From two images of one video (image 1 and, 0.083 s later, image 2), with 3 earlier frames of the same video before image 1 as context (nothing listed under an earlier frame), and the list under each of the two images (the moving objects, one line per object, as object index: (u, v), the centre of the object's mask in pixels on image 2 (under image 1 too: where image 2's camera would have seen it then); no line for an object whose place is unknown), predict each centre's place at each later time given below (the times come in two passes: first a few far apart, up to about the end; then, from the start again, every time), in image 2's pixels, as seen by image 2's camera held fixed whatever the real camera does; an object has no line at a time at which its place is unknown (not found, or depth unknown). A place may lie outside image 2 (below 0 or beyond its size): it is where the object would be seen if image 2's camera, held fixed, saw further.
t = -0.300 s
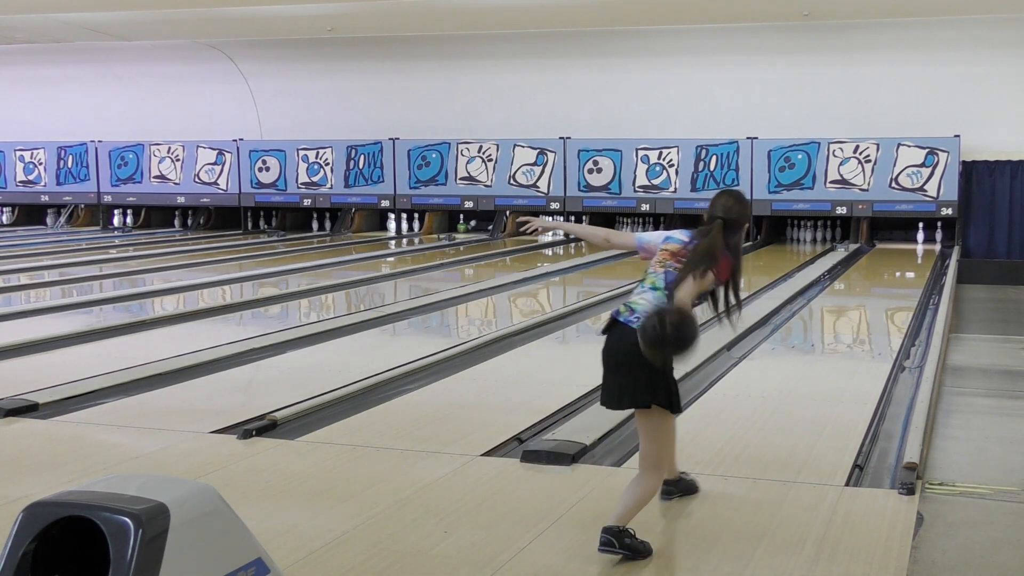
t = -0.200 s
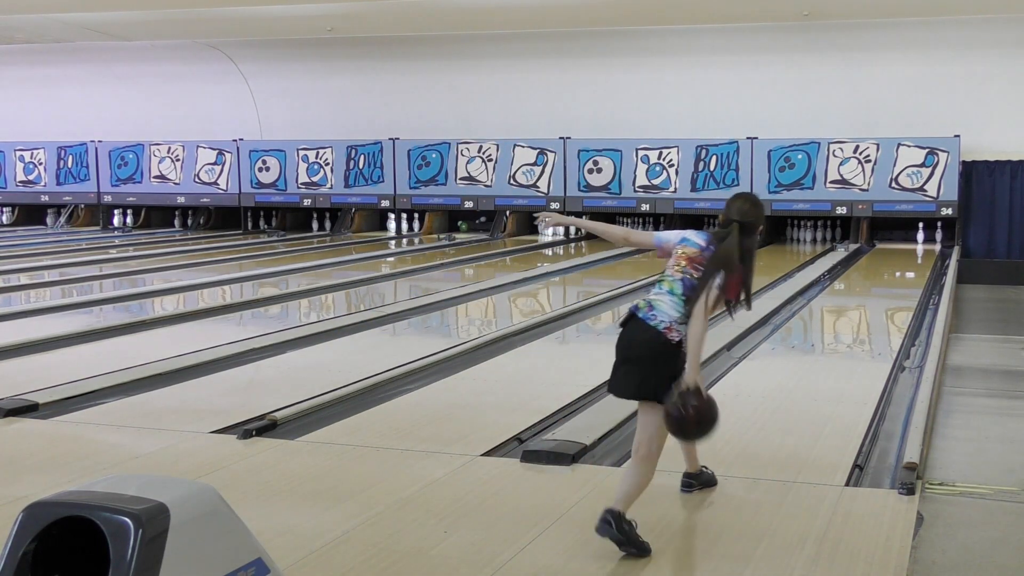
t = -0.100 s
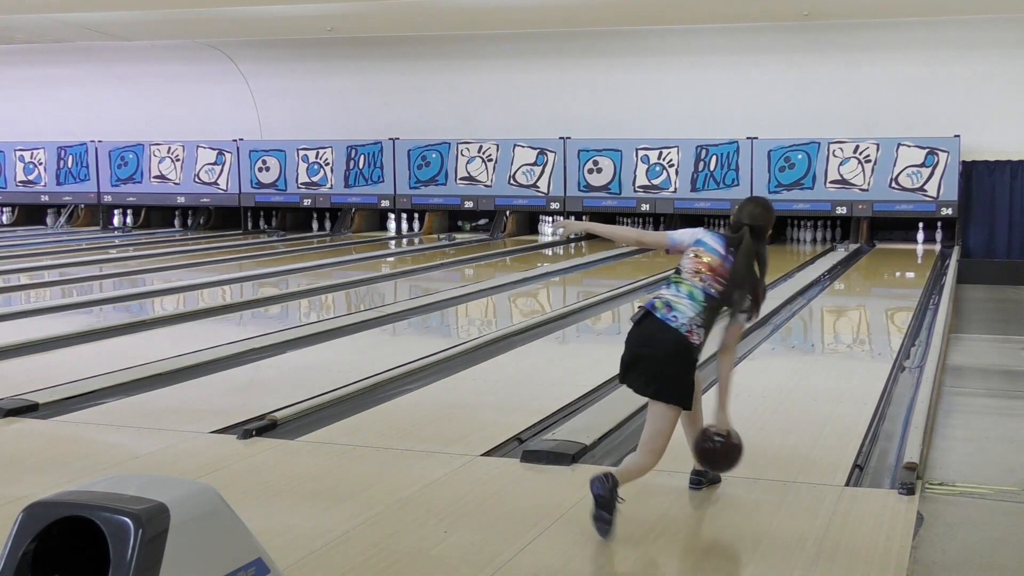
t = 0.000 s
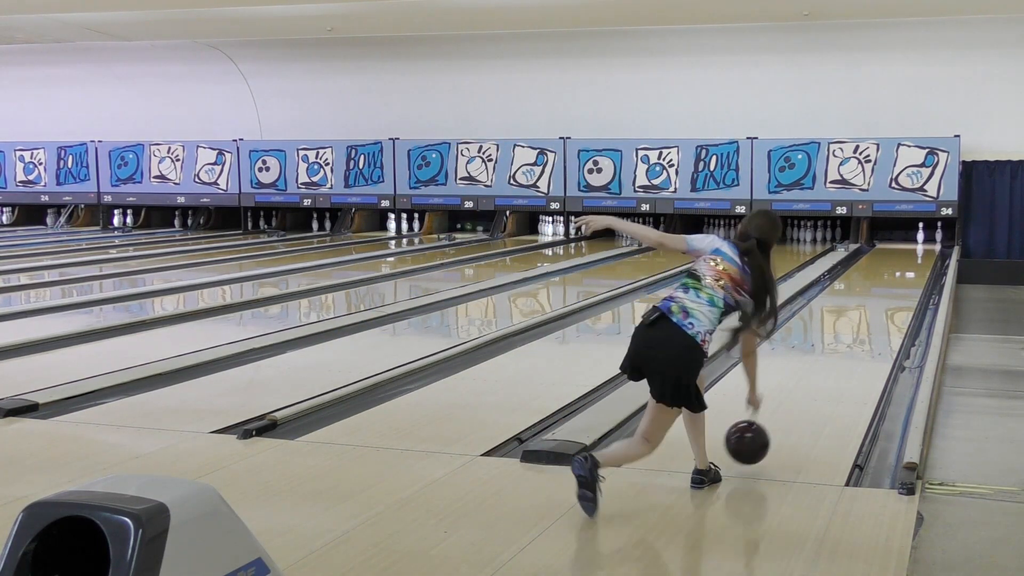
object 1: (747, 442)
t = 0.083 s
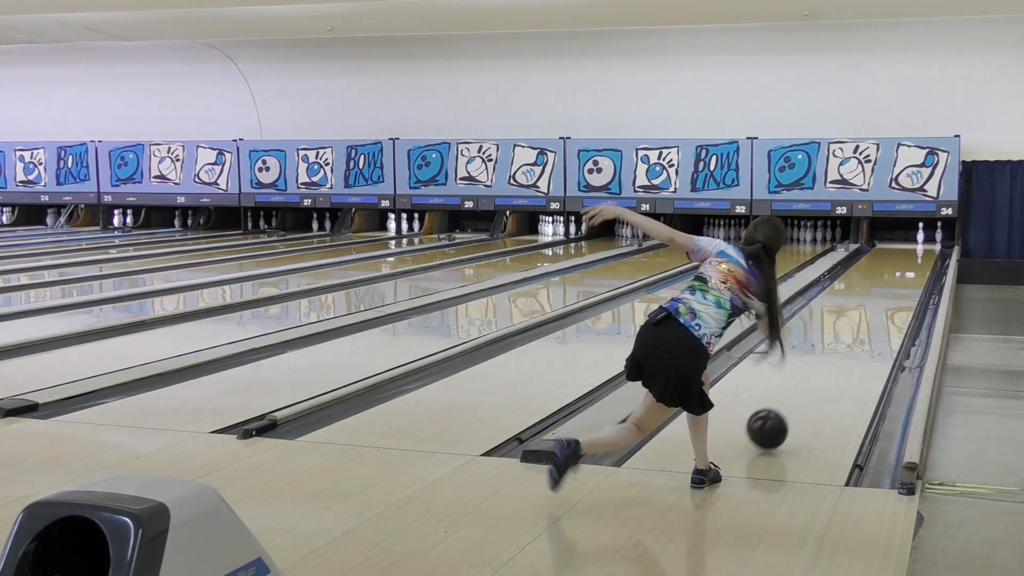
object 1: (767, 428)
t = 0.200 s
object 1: (791, 405)
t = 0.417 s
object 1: (824, 368)
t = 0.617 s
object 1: (846, 343)
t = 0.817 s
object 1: (864, 324)
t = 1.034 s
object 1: (879, 307)
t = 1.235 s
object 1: (891, 295)
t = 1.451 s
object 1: (900, 283)
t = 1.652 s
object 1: (908, 274)
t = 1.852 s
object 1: (915, 267)
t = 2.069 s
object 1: (920, 260)
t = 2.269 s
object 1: (925, 254)
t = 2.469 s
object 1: (927, 250)
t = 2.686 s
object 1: (928, 245)
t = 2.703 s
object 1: (929, 244)
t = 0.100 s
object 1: (771, 424)
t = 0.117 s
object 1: (774, 420)
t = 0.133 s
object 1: (778, 417)
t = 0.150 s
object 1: (781, 414)
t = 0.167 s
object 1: (784, 412)
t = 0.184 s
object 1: (787, 408)
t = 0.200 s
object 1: (791, 405)
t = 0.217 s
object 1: (793, 402)
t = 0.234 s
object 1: (796, 398)
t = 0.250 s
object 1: (799, 395)
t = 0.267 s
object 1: (802, 392)
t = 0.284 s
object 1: (805, 390)
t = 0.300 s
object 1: (807, 387)
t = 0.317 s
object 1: (810, 384)
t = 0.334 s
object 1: (812, 381)
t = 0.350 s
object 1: (815, 378)
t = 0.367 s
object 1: (817, 376)
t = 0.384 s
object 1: (819, 373)
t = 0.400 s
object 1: (822, 371)
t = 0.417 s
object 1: (824, 368)
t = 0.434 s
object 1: (826, 366)
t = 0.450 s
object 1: (828, 364)
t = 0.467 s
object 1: (830, 361)
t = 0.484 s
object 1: (832, 359)
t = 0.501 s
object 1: (834, 357)
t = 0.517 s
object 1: (836, 355)
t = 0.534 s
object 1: (838, 353)
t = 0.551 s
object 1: (840, 351)
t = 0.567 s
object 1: (841, 349)
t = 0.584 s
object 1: (843, 347)
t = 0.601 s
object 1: (845, 345)
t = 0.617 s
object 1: (846, 343)
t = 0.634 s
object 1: (848, 342)
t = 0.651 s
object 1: (850, 340)
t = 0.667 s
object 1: (851, 338)
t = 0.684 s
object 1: (853, 336)
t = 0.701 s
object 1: (854, 335)
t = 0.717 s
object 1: (856, 333)
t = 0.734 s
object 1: (857, 332)
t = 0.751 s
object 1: (859, 330)
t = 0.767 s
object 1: (860, 329)
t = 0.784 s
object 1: (862, 327)
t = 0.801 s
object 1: (863, 325)
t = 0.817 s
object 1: (864, 324)
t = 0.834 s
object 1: (865, 323)
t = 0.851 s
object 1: (867, 321)
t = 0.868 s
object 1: (868, 320)
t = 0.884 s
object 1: (869, 319)
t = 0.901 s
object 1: (870, 317)
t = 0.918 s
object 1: (872, 316)
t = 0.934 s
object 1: (873, 315)
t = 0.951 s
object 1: (874, 313)
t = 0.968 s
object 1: (875, 312)
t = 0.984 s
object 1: (876, 311)
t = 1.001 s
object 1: (877, 310)
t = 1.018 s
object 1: (878, 308)
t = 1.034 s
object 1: (879, 307)
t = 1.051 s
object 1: (880, 306)
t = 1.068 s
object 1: (881, 305)
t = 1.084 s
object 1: (882, 304)
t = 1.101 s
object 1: (883, 303)
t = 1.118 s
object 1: (884, 302)
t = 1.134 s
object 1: (885, 301)
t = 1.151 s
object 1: (886, 299)
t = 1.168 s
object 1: (887, 298)
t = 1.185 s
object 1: (888, 297)
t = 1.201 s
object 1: (889, 296)
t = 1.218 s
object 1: (890, 296)
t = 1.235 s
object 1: (891, 295)
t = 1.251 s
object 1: (892, 294)
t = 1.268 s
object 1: (892, 293)
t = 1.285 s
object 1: (893, 292)
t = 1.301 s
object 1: (894, 291)
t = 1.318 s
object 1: (895, 290)
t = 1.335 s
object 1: (895, 289)
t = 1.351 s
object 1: (896, 288)
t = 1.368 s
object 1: (897, 287)
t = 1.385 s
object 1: (898, 287)
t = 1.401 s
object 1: (898, 286)
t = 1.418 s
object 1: (899, 285)
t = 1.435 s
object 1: (900, 284)
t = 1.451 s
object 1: (900, 283)
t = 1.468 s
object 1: (901, 282)
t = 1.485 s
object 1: (902, 281)
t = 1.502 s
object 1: (903, 281)
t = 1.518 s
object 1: (903, 280)
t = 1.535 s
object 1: (904, 279)
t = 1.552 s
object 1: (905, 279)
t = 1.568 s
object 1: (905, 278)
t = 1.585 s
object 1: (906, 277)
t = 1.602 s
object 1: (907, 277)
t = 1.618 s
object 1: (907, 276)
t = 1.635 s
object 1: (908, 275)
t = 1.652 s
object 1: (908, 274)
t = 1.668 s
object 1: (909, 274)
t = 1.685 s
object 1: (909, 273)
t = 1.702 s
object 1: (910, 273)
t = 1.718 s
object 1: (911, 272)
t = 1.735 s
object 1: (911, 271)
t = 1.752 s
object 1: (912, 270)
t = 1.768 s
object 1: (912, 270)
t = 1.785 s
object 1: (913, 269)
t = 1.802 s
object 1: (913, 269)
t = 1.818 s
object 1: (914, 268)
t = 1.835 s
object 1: (914, 267)
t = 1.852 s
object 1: (915, 267)
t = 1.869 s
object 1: (915, 266)
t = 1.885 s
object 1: (916, 265)
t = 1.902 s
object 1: (916, 265)
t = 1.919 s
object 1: (917, 264)
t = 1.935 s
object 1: (917, 264)
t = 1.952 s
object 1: (918, 263)
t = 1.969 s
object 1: (918, 263)
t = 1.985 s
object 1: (919, 262)
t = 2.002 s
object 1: (919, 262)
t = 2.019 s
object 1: (919, 261)
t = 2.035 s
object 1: (920, 261)
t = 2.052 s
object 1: (920, 260)
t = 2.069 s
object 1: (920, 260)
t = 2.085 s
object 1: (921, 259)
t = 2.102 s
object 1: (921, 258)
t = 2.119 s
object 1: (922, 258)
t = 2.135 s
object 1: (922, 258)
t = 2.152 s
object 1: (922, 257)
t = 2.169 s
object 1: (923, 257)
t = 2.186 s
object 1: (923, 256)
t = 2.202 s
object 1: (923, 256)
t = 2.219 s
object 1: (924, 255)
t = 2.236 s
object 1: (924, 255)
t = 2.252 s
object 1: (924, 254)
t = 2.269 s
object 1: (925, 254)
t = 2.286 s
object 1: (925, 254)
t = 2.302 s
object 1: (925, 253)
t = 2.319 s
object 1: (925, 253)
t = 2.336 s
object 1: (926, 252)
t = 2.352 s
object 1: (926, 252)
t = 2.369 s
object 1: (926, 251)
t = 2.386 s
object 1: (926, 251)
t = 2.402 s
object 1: (926, 251)
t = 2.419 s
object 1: (927, 250)
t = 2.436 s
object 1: (927, 250)
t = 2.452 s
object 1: (927, 250)
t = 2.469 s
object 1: (927, 250)
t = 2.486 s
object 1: (927, 249)
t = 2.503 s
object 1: (927, 249)
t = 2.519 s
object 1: (928, 248)
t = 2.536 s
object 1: (928, 248)
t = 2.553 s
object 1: (928, 248)
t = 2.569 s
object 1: (928, 247)
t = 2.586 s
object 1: (928, 247)
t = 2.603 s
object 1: (928, 247)
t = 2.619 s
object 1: (929, 246)
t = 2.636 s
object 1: (929, 246)
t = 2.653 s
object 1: (928, 246)
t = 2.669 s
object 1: (928, 245)
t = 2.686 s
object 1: (928, 245)
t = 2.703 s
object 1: (929, 244)
